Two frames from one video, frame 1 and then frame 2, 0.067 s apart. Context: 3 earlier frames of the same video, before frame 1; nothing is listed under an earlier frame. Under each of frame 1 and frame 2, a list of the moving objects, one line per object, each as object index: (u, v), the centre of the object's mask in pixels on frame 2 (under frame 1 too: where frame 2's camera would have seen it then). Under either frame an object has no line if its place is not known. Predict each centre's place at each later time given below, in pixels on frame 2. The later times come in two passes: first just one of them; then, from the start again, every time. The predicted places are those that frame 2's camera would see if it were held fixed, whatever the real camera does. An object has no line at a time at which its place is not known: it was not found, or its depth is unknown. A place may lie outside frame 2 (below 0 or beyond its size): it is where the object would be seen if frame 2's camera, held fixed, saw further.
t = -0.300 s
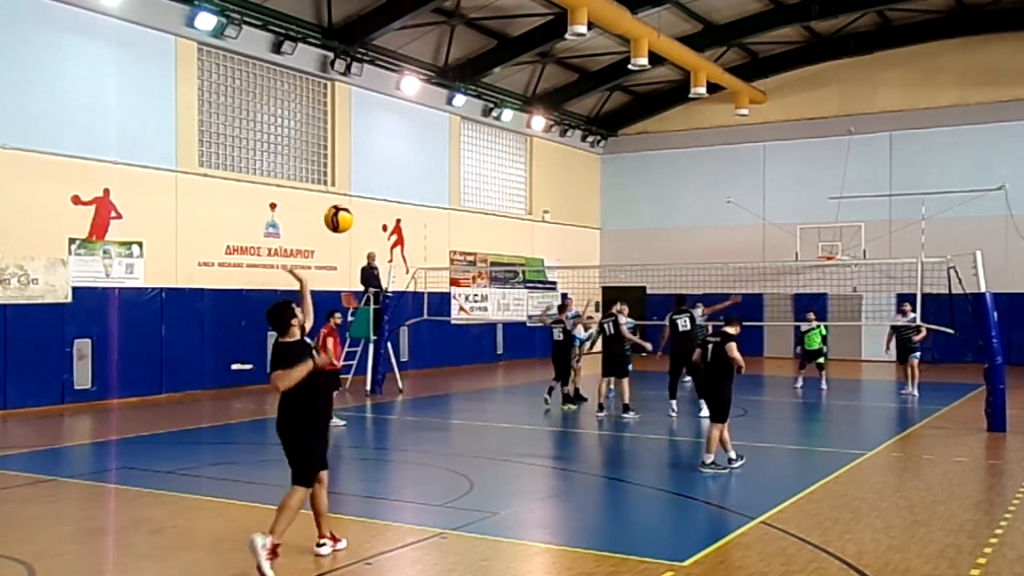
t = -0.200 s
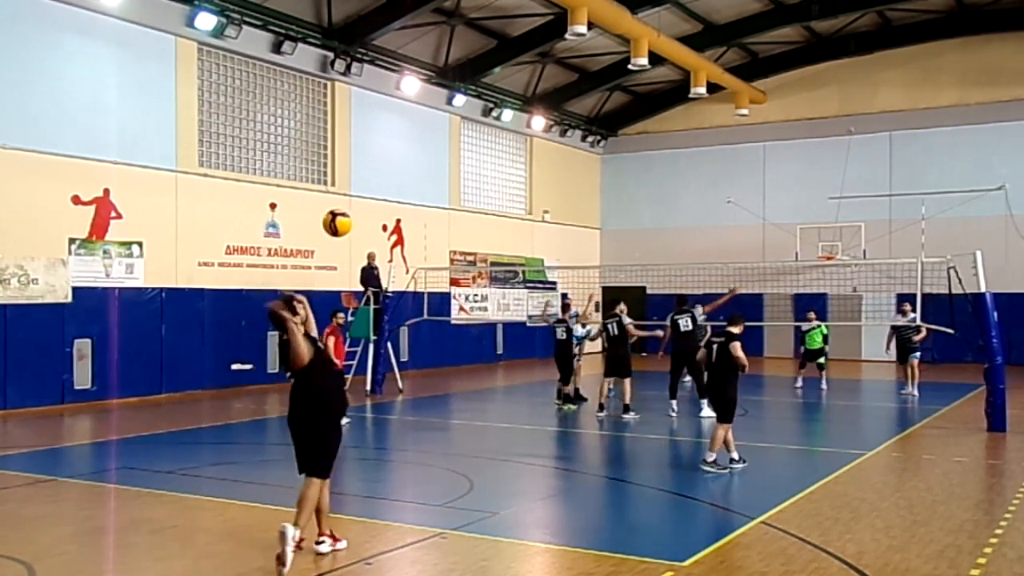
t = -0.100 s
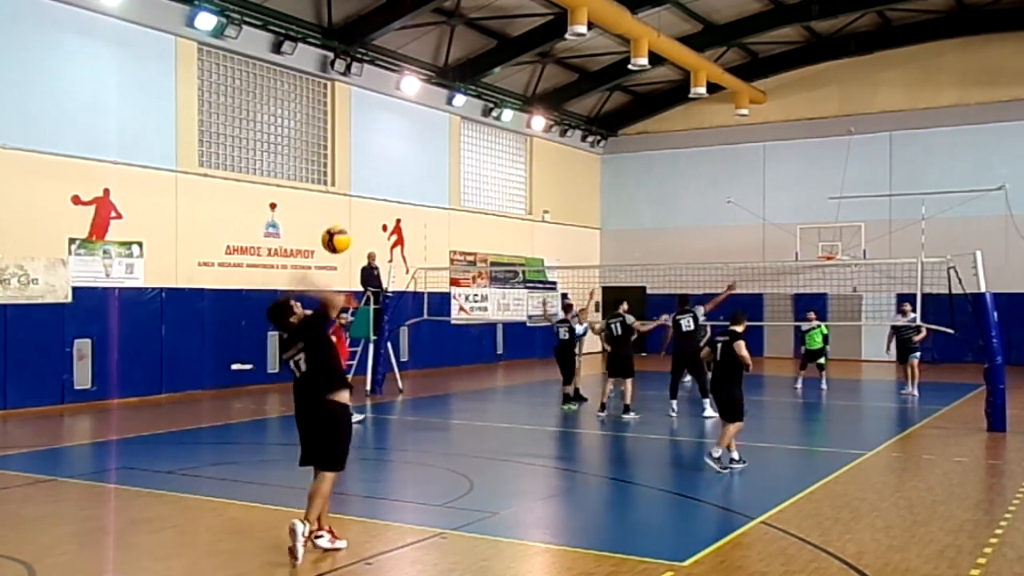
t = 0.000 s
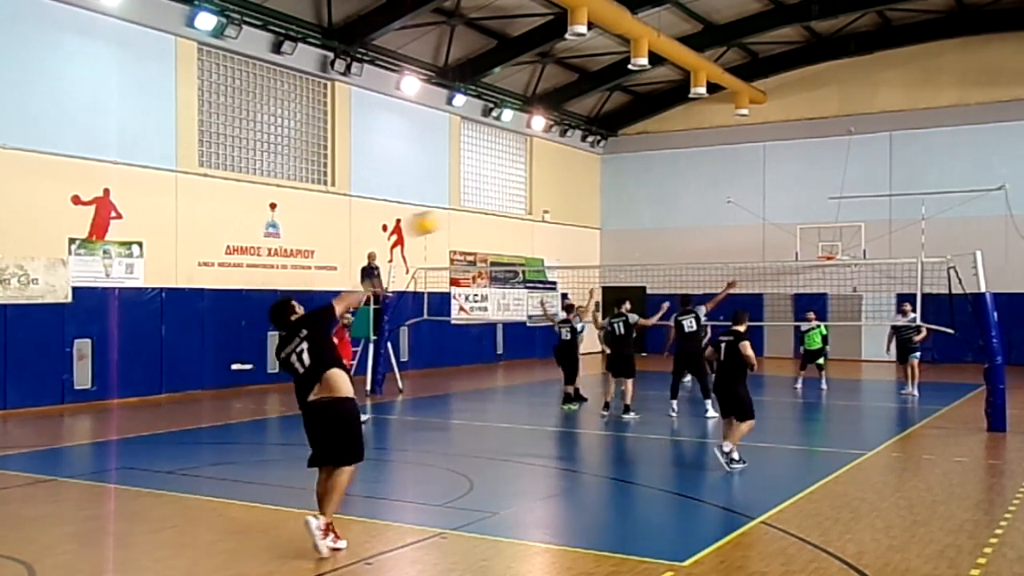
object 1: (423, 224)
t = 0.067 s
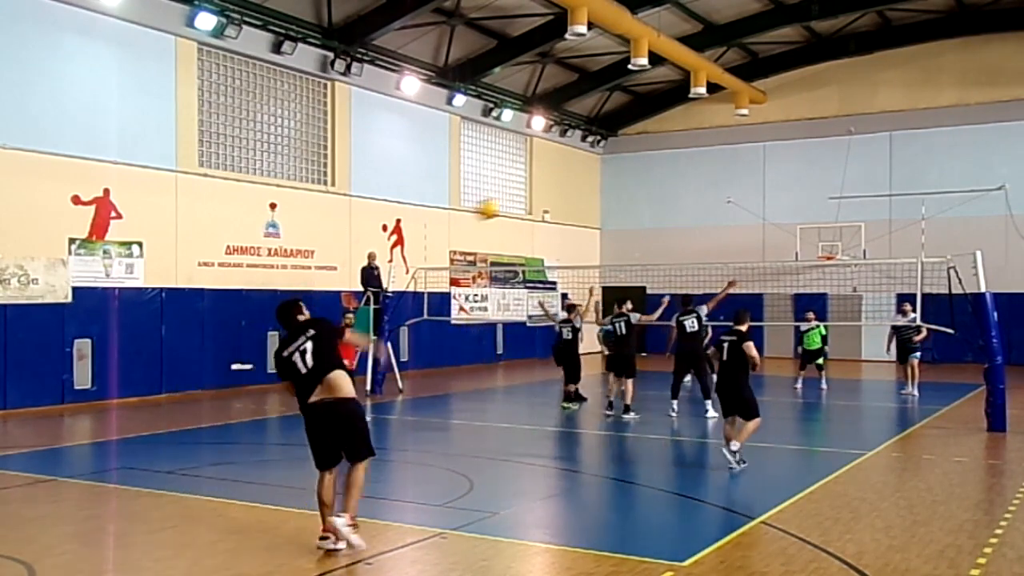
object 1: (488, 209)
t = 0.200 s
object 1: (585, 201)
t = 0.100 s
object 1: (518, 204)
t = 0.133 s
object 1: (544, 202)
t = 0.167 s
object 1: (566, 201)
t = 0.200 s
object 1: (585, 201)
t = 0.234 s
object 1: (604, 203)
